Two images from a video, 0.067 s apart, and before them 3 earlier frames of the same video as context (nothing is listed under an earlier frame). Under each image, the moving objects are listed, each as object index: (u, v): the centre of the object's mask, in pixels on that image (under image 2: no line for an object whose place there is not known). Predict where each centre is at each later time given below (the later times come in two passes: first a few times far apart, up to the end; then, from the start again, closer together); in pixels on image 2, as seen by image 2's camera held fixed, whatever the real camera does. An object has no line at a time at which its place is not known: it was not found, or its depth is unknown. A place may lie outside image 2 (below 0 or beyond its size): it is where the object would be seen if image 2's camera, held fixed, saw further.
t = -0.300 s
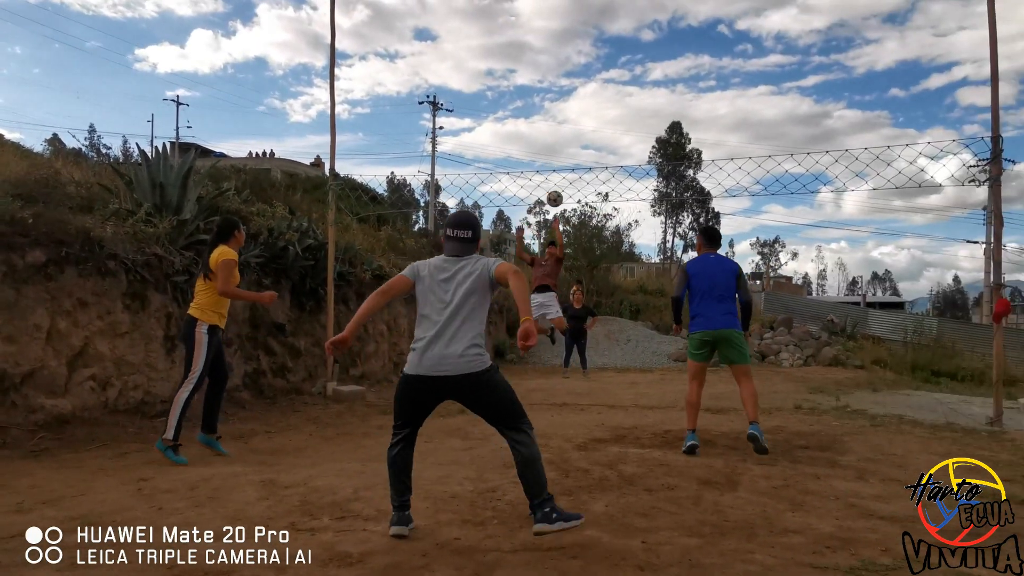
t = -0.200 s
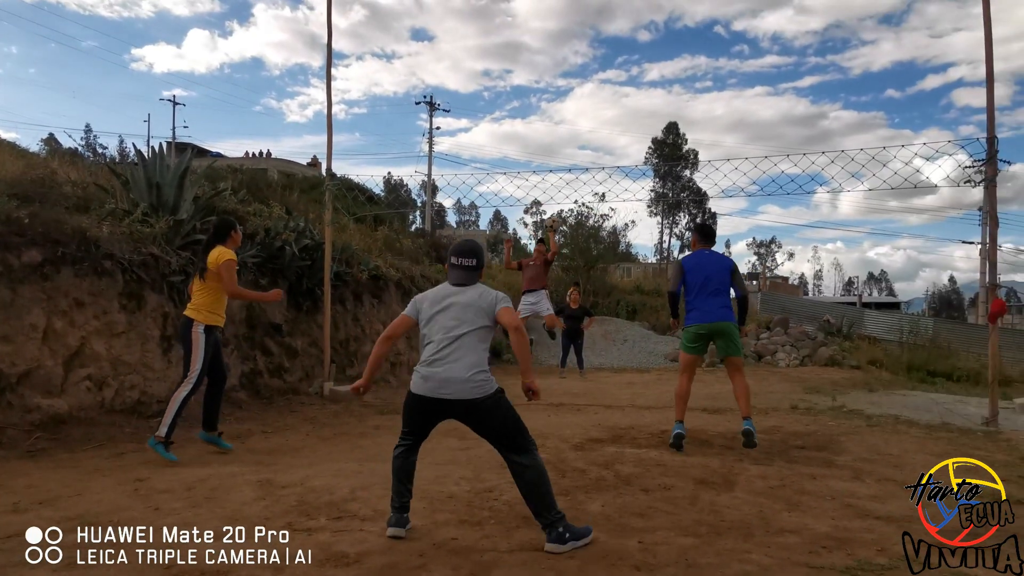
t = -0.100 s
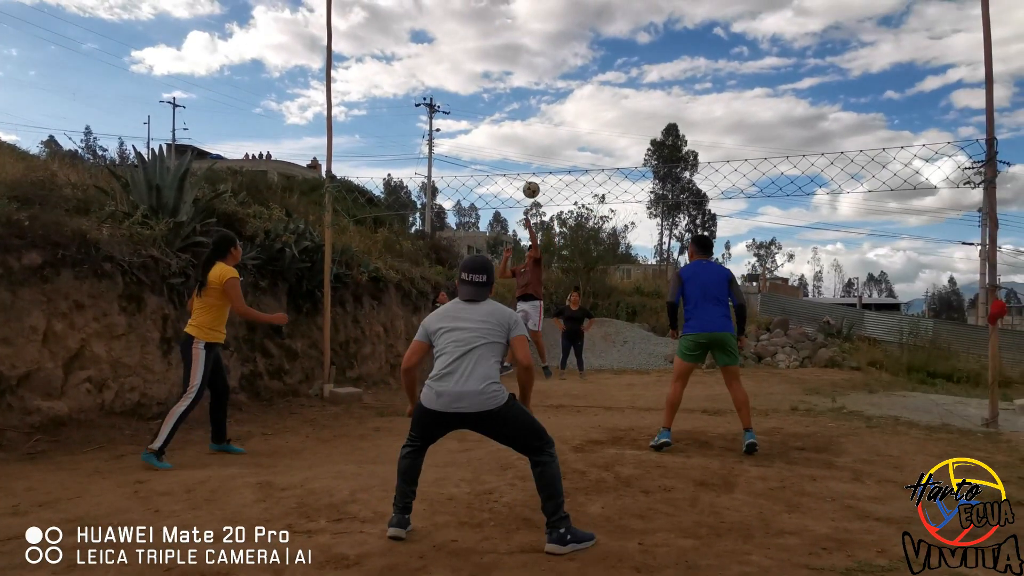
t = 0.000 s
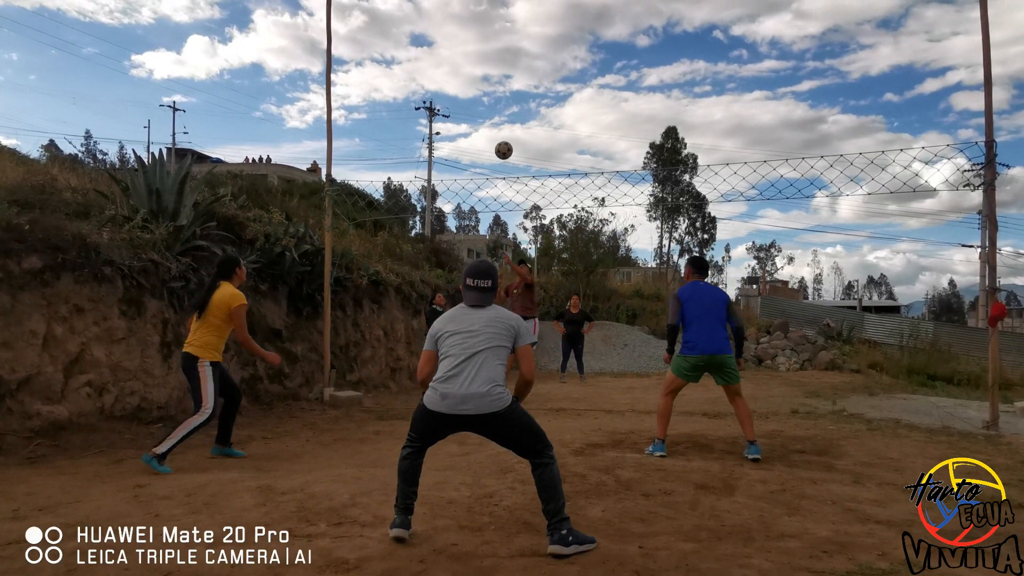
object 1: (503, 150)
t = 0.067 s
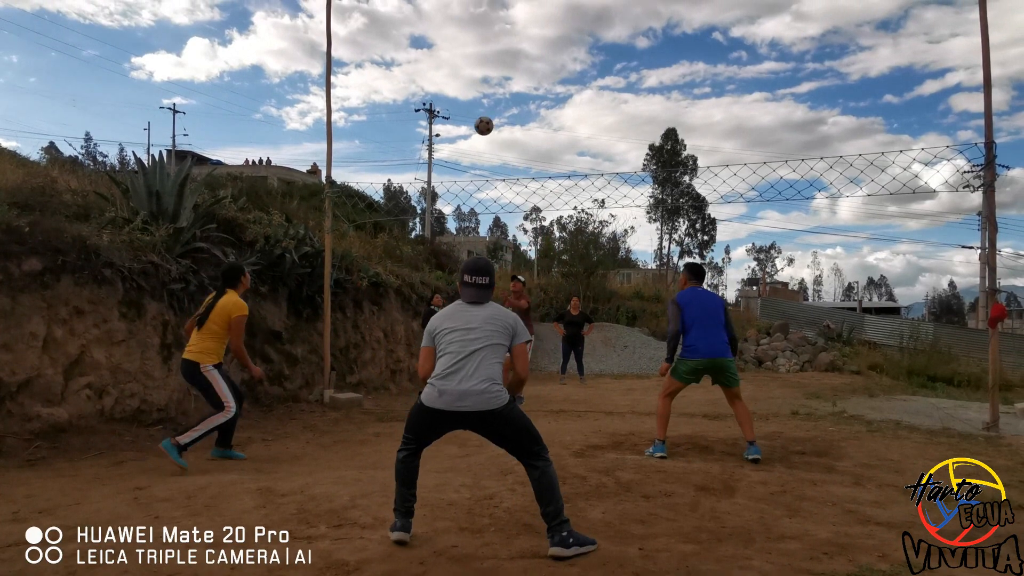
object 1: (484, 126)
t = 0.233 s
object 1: (428, 70)
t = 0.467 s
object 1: (332, 21)
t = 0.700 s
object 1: (201, 24)
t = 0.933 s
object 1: (11, 113)
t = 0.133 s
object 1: (463, 102)
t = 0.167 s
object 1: (451, 91)
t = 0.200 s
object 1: (440, 80)
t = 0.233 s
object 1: (428, 70)
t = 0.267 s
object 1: (416, 60)
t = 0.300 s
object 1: (403, 52)
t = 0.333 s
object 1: (390, 44)
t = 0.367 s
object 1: (376, 37)
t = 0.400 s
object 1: (362, 31)
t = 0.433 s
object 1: (347, 26)
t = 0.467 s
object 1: (332, 21)
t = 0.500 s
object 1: (315, 18)
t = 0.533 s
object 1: (299, 16)
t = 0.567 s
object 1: (281, 14)
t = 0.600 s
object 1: (262, 14)
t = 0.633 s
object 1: (243, 16)
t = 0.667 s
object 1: (222, 19)
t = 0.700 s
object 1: (201, 24)
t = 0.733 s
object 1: (178, 30)
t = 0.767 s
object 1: (154, 38)
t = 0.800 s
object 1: (128, 48)
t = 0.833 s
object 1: (101, 60)
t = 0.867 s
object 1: (71, 75)
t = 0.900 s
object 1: (40, 92)
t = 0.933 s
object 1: (11, 113)
